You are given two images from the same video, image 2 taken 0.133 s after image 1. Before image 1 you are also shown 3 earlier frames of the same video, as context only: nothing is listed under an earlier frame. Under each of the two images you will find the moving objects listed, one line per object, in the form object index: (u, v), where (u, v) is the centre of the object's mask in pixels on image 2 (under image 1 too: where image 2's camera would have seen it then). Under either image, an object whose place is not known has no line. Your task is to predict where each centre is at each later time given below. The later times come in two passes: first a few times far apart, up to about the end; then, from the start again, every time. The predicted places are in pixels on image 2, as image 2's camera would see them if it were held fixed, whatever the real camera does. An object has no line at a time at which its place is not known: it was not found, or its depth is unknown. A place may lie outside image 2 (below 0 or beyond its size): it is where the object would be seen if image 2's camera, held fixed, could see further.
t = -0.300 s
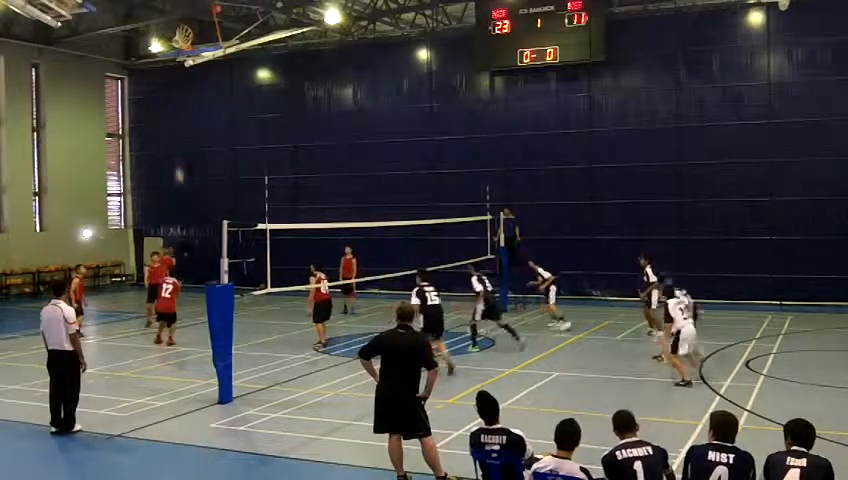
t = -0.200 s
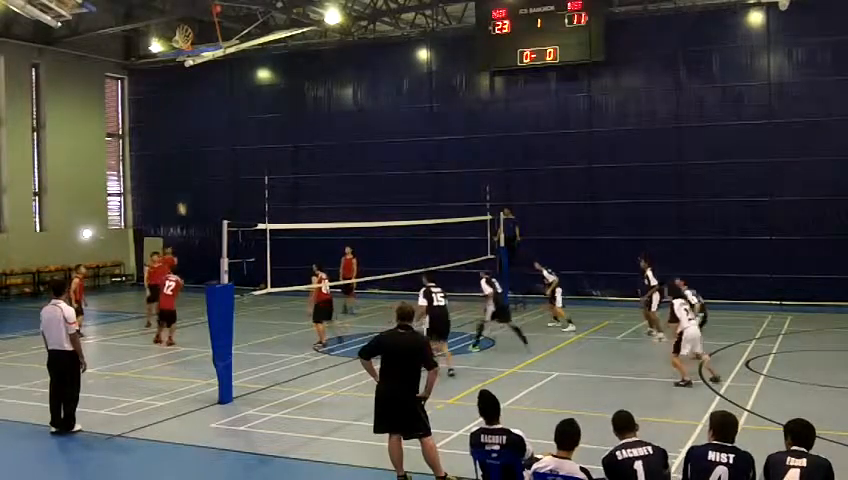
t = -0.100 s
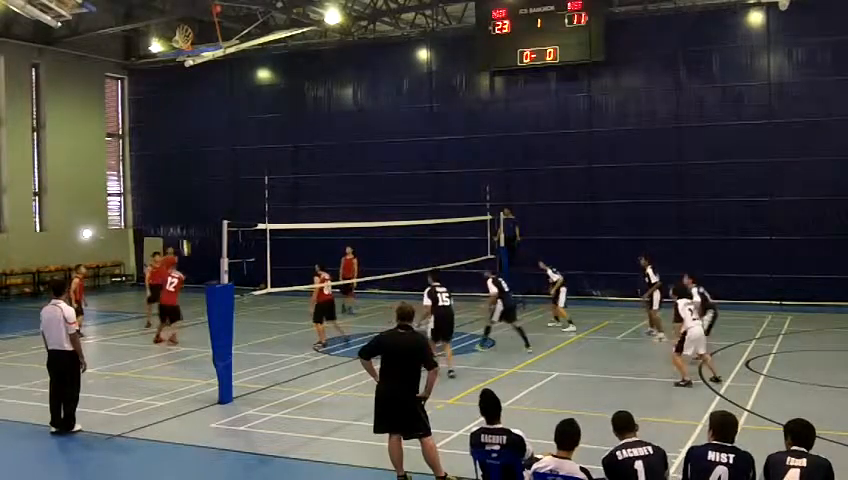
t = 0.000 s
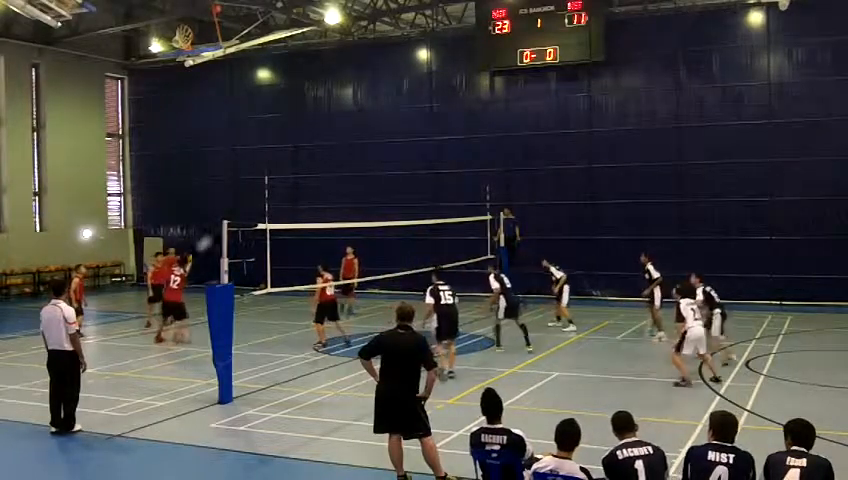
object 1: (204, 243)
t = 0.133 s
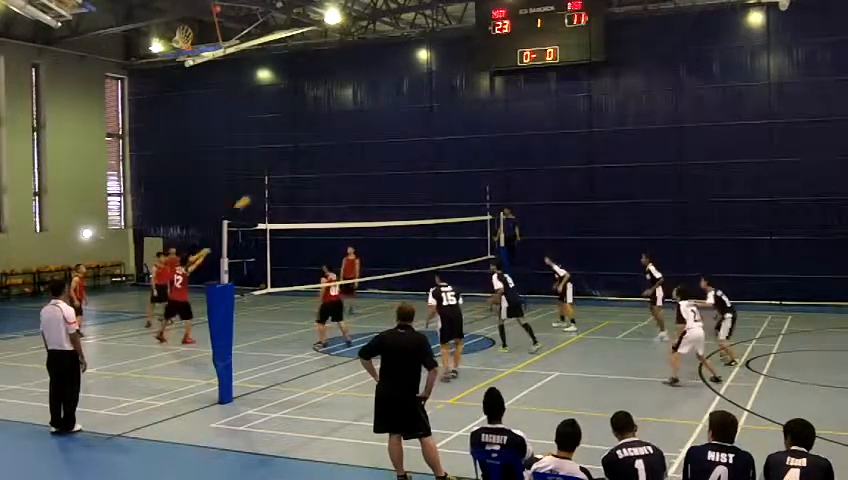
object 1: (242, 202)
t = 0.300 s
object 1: (290, 165)
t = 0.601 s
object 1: (384, 132)
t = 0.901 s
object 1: (484, 145)
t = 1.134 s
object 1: (565, 193)
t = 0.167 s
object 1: (252, 195)
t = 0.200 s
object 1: (262, 185)
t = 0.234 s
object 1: (271, 180)
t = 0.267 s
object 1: (280, 169)
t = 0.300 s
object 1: (290, 165)
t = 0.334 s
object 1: (301, 158)
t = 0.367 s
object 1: (312, 154)
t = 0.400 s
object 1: (321, 150)
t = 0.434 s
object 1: (331, 145)
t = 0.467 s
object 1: (342, 141)
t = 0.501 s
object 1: (351, 138)
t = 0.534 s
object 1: (362, 135)
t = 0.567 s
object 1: (374, 133)
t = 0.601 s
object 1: (384, 132)
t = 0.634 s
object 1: (394, 131)
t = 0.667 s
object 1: (406, 129)
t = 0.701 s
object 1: (416, 129)
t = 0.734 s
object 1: (428, 130)
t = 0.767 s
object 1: (439, 134)
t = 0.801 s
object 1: (448, 135)
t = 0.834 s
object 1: (459, 138)
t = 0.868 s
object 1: (471, 141)
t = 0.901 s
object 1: (484, 145)
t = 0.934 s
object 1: (496, 151)
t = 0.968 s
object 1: (506, 156)
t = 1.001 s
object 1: (518, 163)
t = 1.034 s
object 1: (529, 169)
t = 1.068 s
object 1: (541, 176)
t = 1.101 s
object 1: (553, 184)
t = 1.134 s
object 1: (565, 193)
